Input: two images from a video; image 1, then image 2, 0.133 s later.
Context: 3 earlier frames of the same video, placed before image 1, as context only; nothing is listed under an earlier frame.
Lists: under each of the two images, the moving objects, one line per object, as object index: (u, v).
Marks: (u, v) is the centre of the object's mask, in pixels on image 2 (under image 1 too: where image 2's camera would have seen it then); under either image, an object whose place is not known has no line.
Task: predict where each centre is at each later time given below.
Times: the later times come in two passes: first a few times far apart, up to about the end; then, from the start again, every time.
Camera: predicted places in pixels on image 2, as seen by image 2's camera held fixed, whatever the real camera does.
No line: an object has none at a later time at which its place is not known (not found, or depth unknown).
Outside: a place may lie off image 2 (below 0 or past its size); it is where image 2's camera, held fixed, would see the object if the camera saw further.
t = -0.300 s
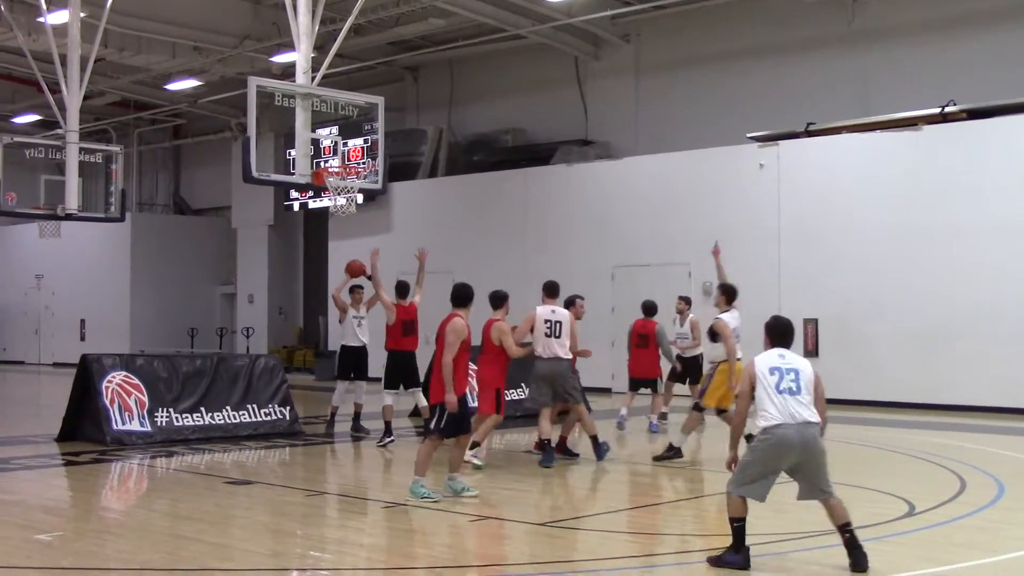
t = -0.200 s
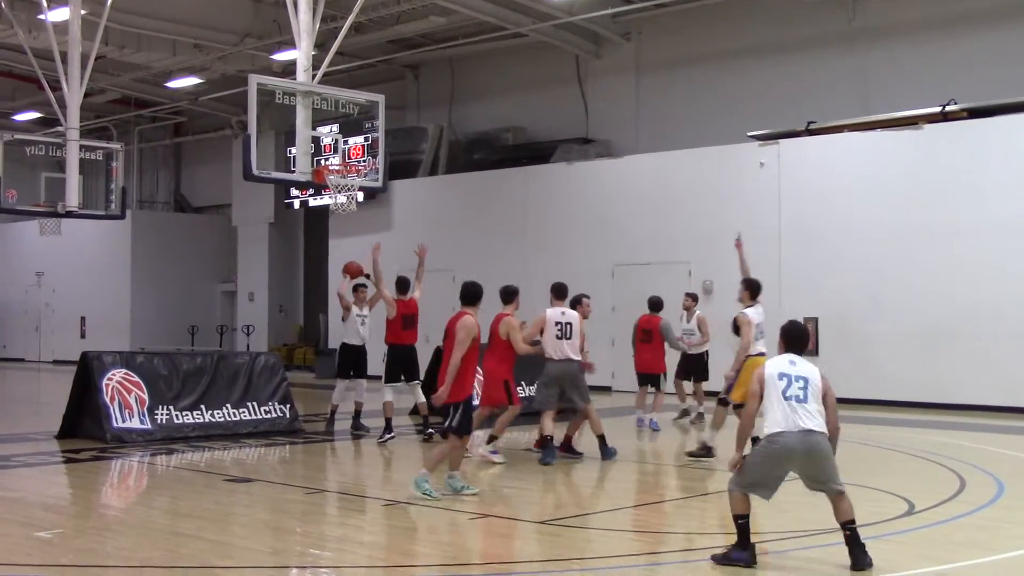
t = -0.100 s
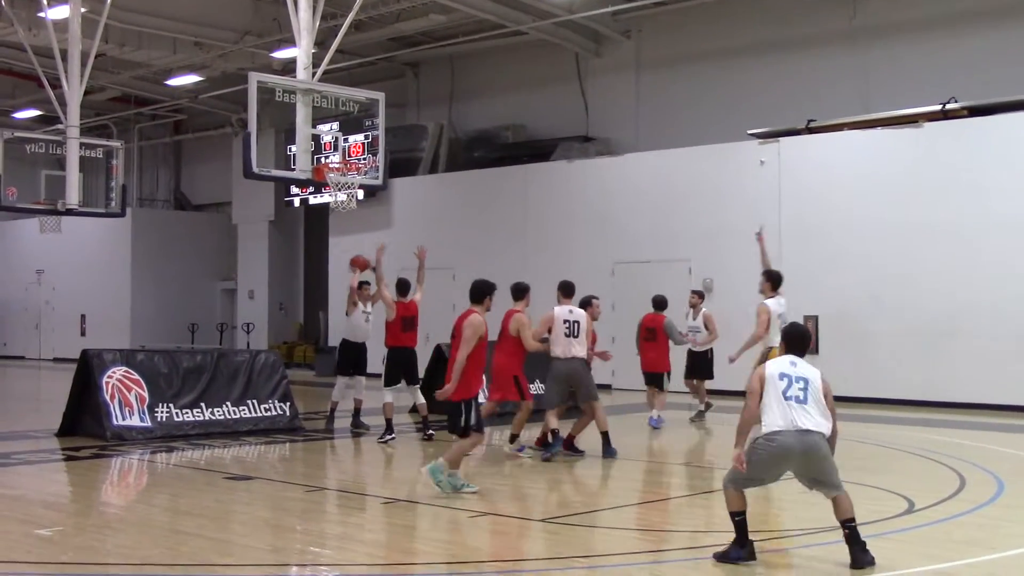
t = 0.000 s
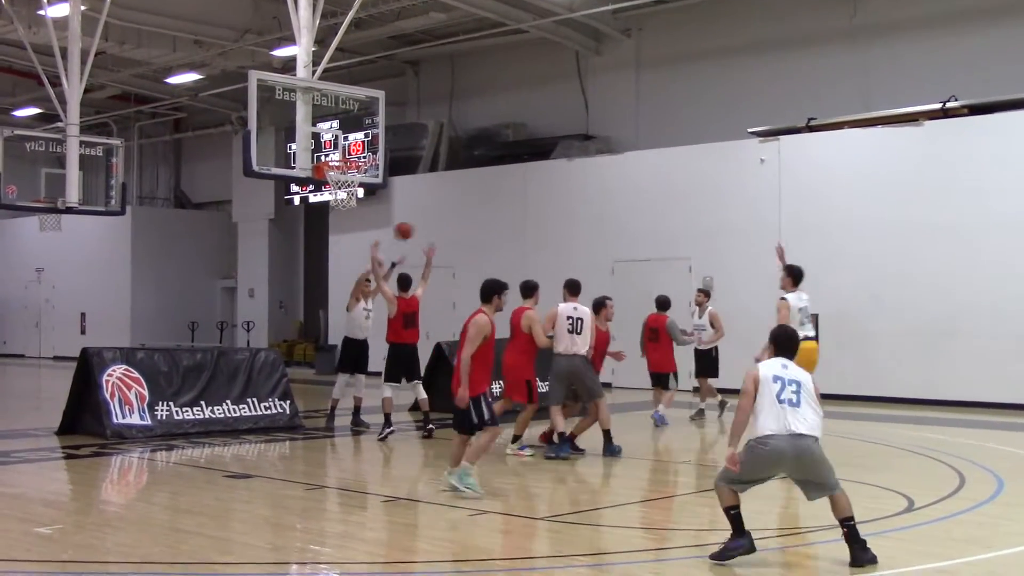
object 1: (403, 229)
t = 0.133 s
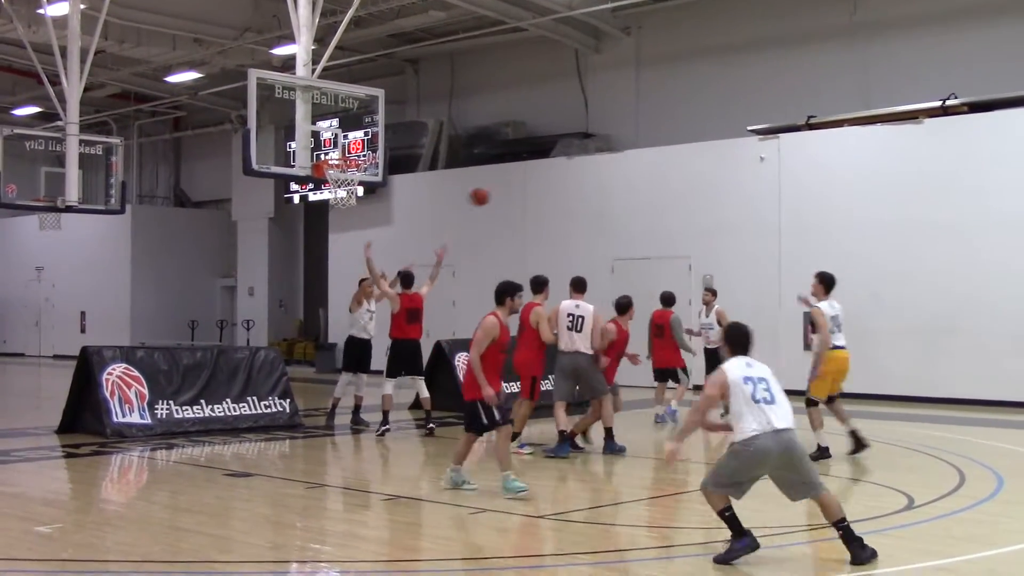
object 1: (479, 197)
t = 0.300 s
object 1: (582, 173)
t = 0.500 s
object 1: (716, 175)
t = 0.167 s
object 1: (499, 190)
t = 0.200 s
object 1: (519, 185)
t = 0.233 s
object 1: (539, 180)
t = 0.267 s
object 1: (560, 176)
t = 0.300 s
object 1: (582, 173)
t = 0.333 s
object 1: (603, 171)
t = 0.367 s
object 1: (625, 170)
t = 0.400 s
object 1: (647, 170)
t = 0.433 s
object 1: (670, 171)
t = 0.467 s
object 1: (693, 172)
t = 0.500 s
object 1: (716, 175)
